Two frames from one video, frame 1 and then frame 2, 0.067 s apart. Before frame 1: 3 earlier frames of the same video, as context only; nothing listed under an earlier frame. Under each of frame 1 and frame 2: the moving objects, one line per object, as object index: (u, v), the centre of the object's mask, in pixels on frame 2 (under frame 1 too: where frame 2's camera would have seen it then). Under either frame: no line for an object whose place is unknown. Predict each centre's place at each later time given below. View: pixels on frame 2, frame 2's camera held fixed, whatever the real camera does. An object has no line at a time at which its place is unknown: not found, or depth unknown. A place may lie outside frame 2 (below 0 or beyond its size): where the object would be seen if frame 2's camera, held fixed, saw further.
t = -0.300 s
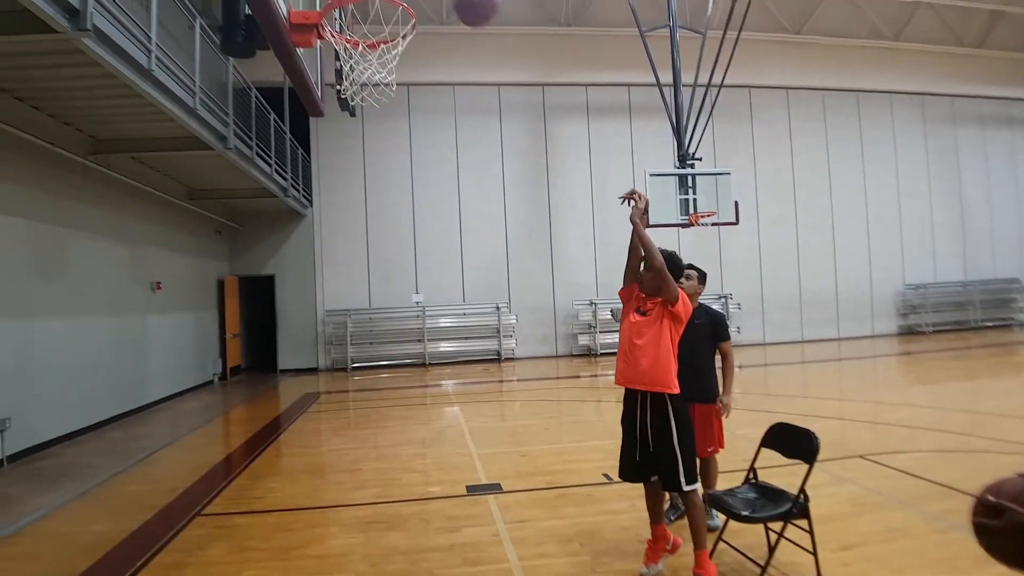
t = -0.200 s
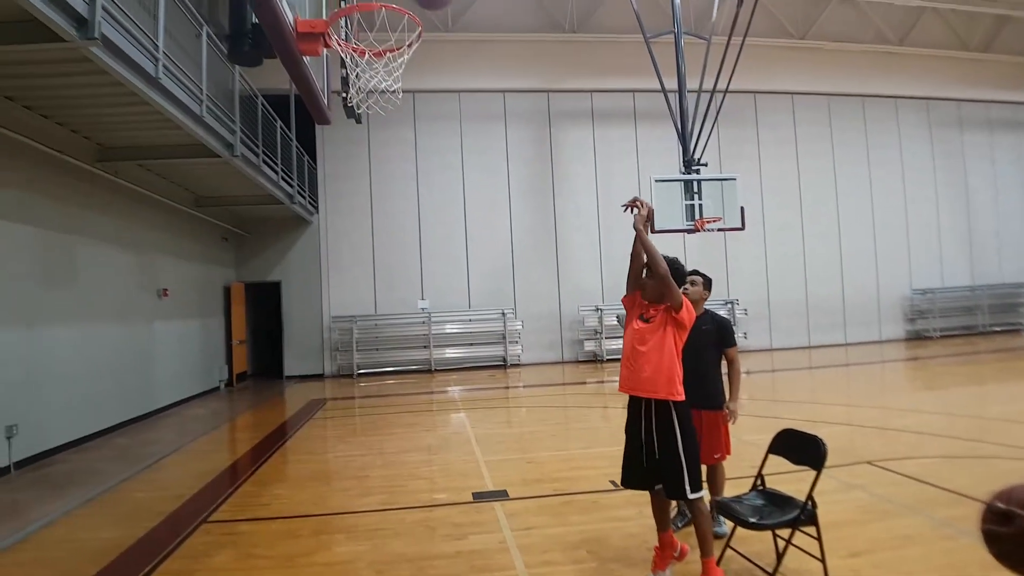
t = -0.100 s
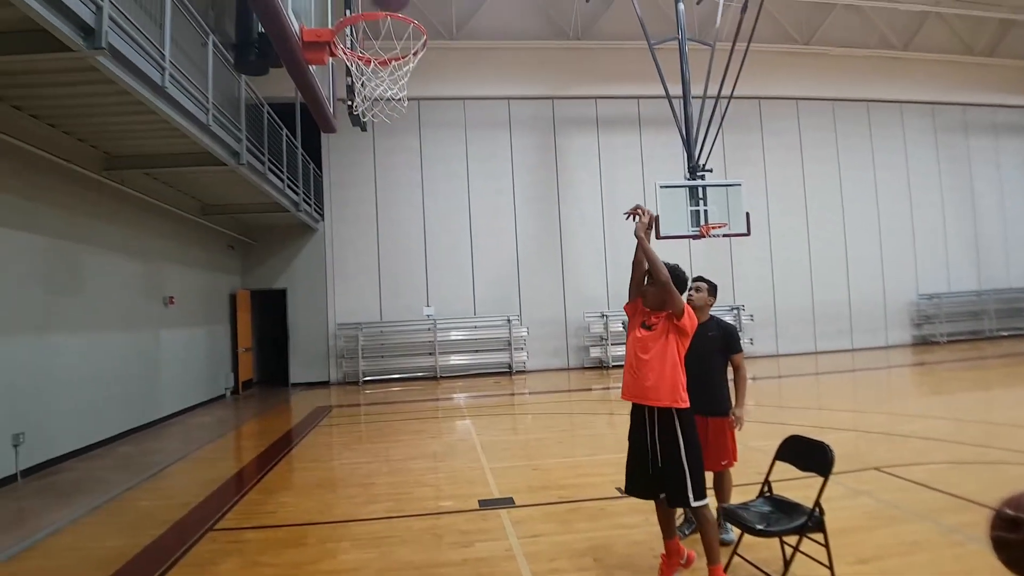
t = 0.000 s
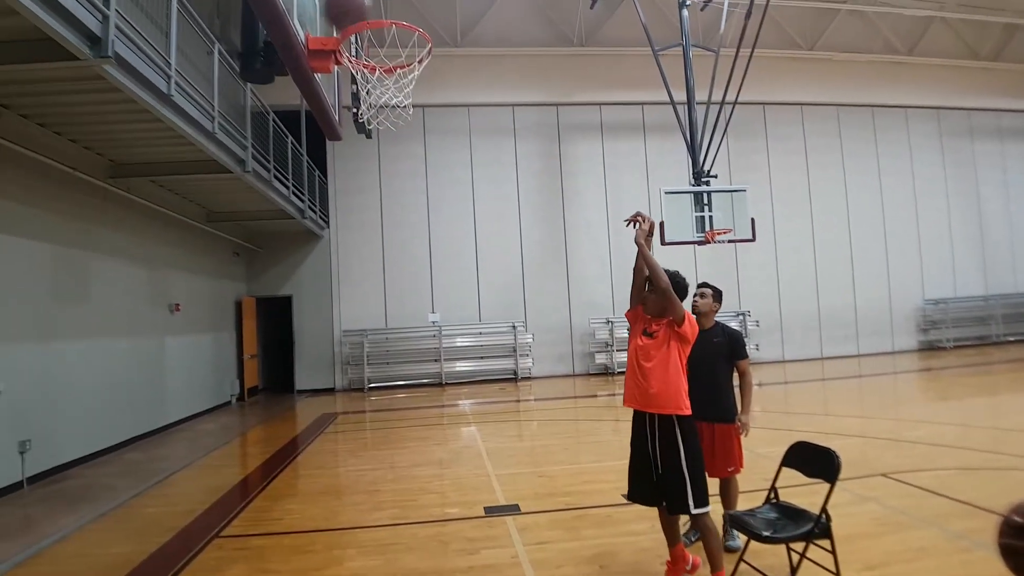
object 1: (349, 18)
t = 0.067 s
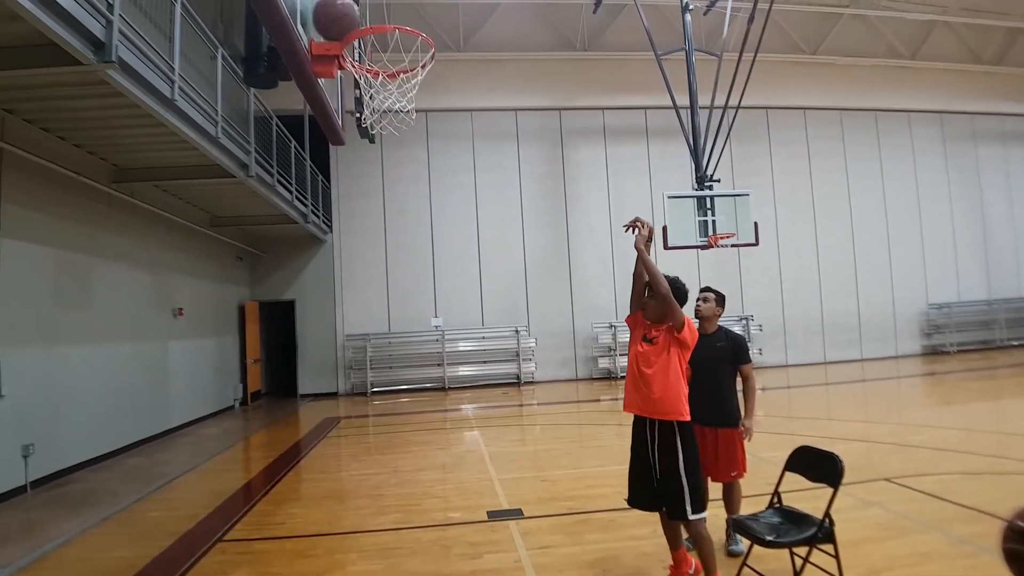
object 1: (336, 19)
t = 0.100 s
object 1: (341, 16)
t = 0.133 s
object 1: (347, 14)
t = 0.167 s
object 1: (352, 12)
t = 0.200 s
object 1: (358, 12)
